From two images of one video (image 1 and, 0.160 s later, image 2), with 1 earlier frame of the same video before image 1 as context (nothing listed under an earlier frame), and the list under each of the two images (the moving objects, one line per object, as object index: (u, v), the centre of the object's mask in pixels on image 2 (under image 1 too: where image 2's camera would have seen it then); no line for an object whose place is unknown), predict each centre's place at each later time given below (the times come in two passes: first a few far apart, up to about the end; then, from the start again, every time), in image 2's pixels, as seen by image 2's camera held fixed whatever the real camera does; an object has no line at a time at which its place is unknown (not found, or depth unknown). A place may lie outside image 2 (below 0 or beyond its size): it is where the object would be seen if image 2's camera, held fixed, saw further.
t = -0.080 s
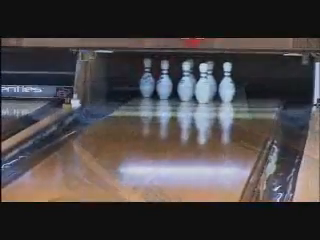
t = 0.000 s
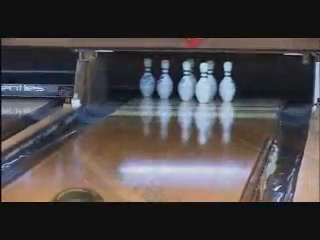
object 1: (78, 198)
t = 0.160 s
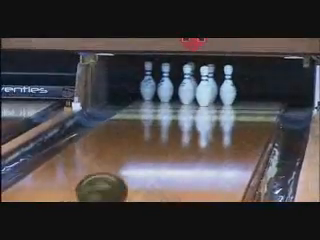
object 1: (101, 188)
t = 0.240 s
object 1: (111, 181)
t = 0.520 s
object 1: (140, 156)
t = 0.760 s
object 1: (157, 138)
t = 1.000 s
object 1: (168, 124)
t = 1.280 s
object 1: (177, 110)
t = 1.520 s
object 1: (178, 100)
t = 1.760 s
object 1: (169, 92)
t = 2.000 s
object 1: (141, 89)
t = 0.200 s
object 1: (106, 185)
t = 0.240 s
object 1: (111, 181)
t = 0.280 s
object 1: (116, 178)
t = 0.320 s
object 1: (120, 174)
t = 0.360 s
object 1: (125, 170)
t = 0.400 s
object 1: (129, 166)
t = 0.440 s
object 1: (133, 163)
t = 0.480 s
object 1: (136, 160)
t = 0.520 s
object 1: (140, 156)
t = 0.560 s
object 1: (143, 153)
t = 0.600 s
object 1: (146, 150)
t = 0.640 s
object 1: (149, 147)
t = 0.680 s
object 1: (152, 144)
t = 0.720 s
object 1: (154, 141)
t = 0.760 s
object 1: (157, 138)
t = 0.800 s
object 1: (160, 135)
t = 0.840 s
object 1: (162, 133)
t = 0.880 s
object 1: (164, 131)
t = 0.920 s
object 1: (166, 128)
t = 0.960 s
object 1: (168, 126)
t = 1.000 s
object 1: (168, 124)
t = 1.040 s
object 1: (170, 122)
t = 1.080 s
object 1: (170, 121)
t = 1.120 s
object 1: (173, 117)
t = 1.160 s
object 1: (174, 115)
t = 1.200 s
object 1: (175, 113)
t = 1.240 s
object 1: (176, 111)
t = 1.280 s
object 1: (177, 110)
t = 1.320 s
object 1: (177, 108)
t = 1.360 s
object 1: (178, 106)
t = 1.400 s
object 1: (177, 105)
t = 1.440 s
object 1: (178, 103)
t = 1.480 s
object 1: (178, 101)
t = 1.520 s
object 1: (178, 100)
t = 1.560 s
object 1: (178, 98)
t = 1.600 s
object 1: (178, 97)
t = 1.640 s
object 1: (177, 95)
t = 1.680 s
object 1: (177, 94)
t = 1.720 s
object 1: (173, 93)
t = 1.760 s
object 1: (169, 92)
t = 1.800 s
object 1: (165, 91)
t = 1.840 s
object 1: (161, 91)
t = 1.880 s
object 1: (159, 89)
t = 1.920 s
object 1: (151, 90)
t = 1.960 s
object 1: (145, 89)
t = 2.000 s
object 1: (141, 89)
